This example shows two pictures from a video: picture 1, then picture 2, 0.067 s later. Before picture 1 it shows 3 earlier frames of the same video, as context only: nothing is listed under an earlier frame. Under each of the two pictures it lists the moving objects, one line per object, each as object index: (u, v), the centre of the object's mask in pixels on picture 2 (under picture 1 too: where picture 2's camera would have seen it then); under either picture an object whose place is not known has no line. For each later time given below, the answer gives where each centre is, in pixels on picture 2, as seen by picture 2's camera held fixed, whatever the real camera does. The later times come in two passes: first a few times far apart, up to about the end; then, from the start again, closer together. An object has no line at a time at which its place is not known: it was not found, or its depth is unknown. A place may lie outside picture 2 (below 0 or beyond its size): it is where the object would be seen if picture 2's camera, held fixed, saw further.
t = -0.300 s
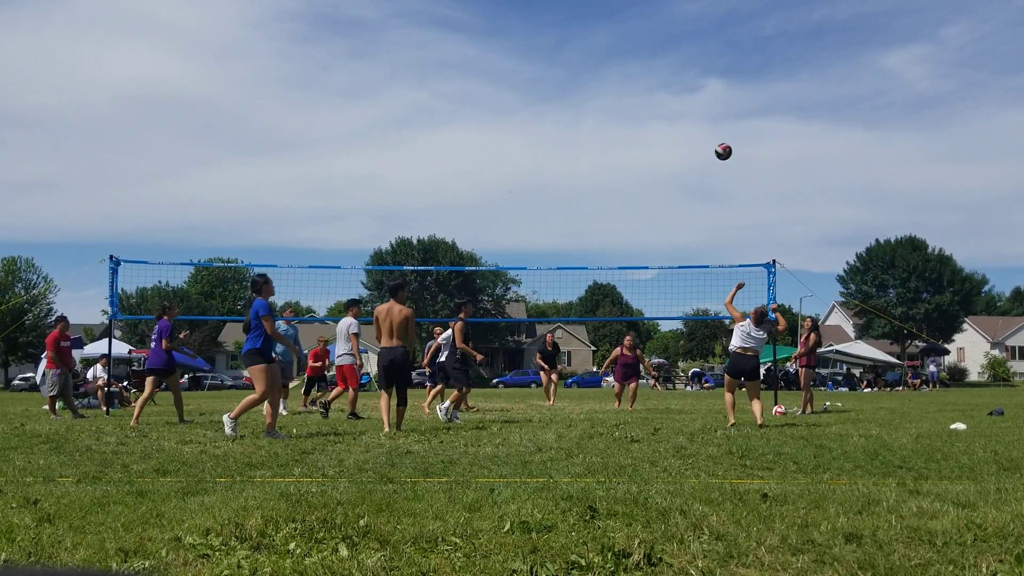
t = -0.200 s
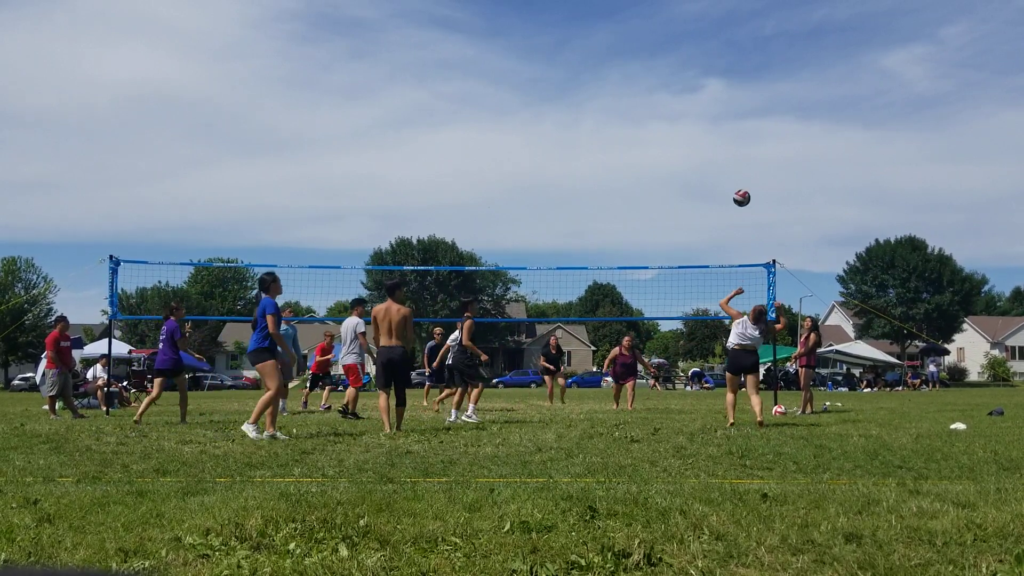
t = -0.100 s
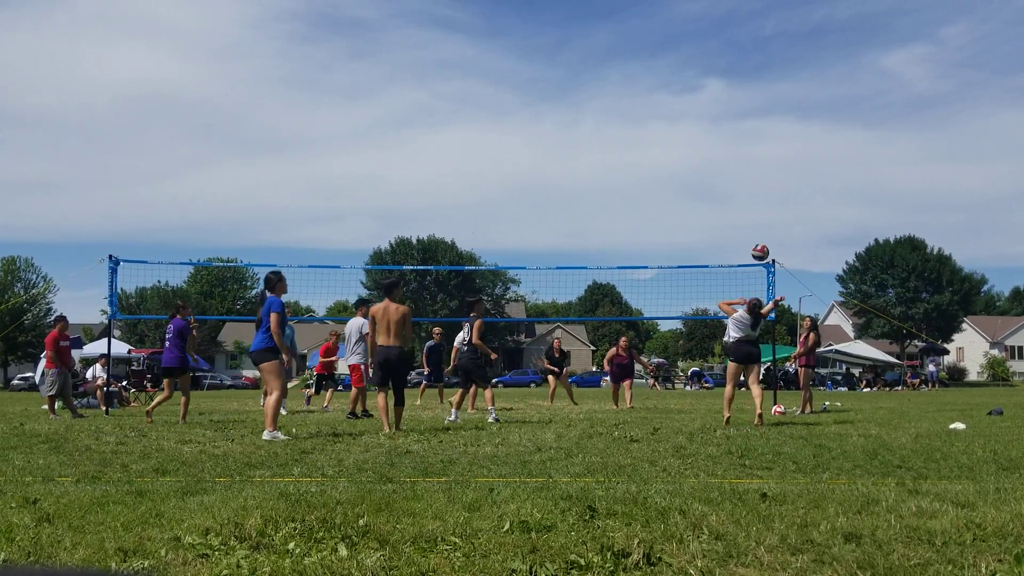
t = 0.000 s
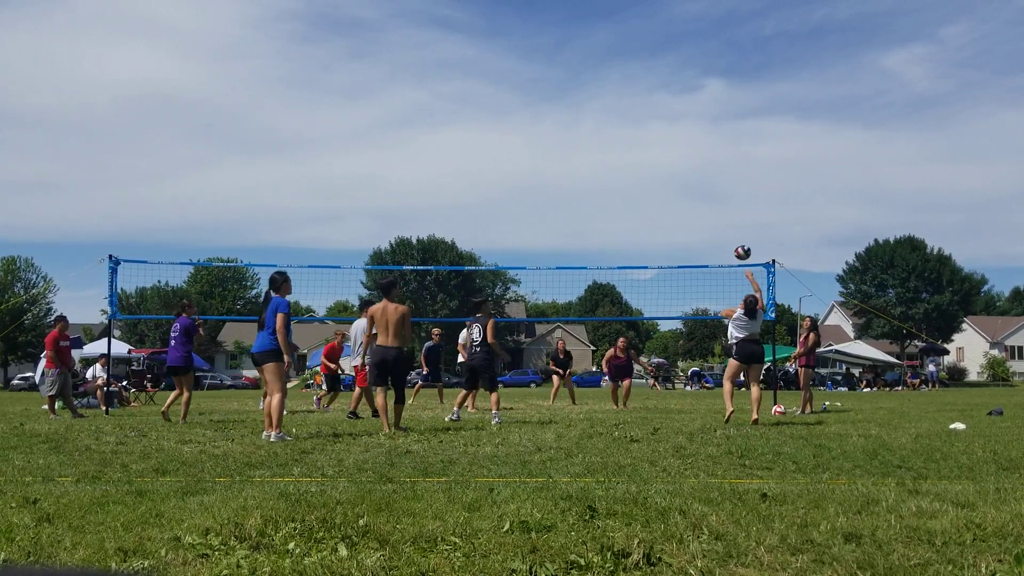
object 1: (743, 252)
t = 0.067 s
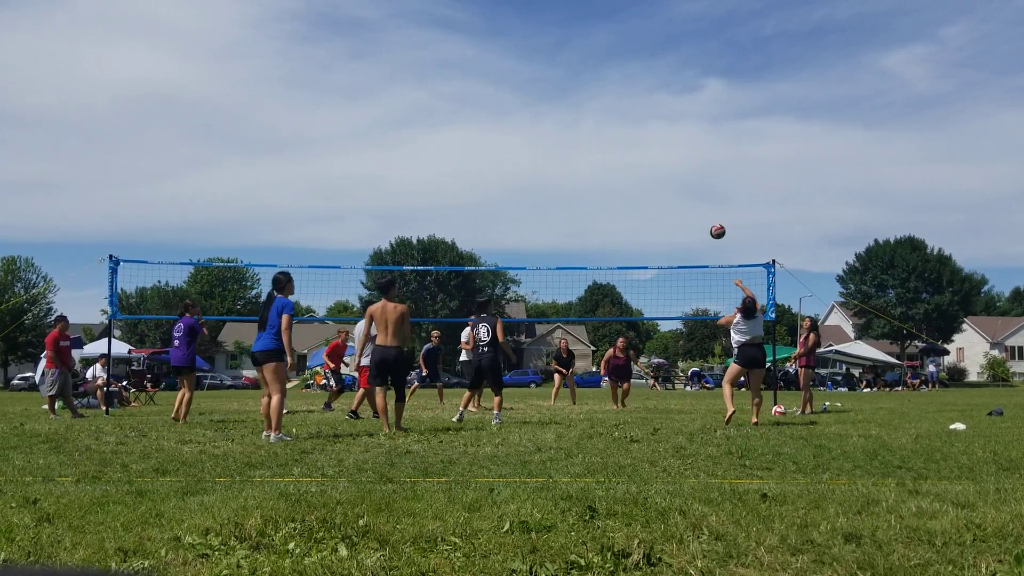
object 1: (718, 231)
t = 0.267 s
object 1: (657, 199)
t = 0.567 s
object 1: (595, 206)
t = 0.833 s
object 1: (557, 247)
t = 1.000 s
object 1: (538, 282)
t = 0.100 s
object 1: (706, 223)
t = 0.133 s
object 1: (695, 216)
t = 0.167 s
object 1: (685, 211)
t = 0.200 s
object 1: (675, 206)
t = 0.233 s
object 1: (666, 202)
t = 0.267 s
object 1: (657, 199)
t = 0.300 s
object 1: (648, 197)
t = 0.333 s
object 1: (640, 196)
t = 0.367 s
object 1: (633, 196)
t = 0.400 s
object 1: (626, 196)
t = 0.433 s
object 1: (619, 197)
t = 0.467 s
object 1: (612, 198)
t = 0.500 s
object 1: (606, 201)
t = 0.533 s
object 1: (600, 203)
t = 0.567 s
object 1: (595, 206)
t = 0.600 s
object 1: (589, 210)
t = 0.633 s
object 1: (585, 214)
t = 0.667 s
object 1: (579, 219)
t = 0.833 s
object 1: (557, 247)
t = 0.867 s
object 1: (553, 253)
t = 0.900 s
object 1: (550, 260)
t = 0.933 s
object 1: (545, 267)
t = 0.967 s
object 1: (542, 275)
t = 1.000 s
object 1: (538, 282)
